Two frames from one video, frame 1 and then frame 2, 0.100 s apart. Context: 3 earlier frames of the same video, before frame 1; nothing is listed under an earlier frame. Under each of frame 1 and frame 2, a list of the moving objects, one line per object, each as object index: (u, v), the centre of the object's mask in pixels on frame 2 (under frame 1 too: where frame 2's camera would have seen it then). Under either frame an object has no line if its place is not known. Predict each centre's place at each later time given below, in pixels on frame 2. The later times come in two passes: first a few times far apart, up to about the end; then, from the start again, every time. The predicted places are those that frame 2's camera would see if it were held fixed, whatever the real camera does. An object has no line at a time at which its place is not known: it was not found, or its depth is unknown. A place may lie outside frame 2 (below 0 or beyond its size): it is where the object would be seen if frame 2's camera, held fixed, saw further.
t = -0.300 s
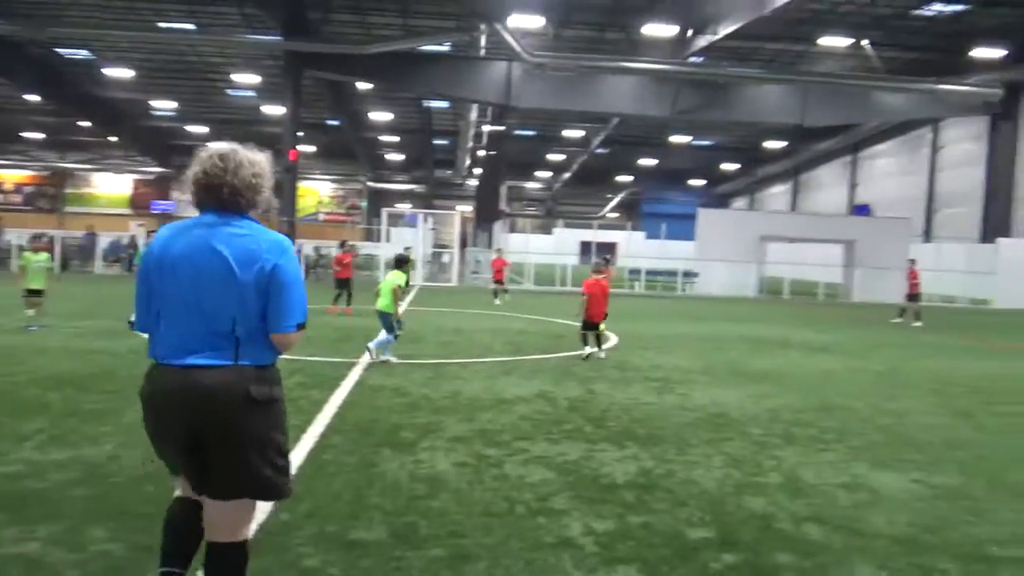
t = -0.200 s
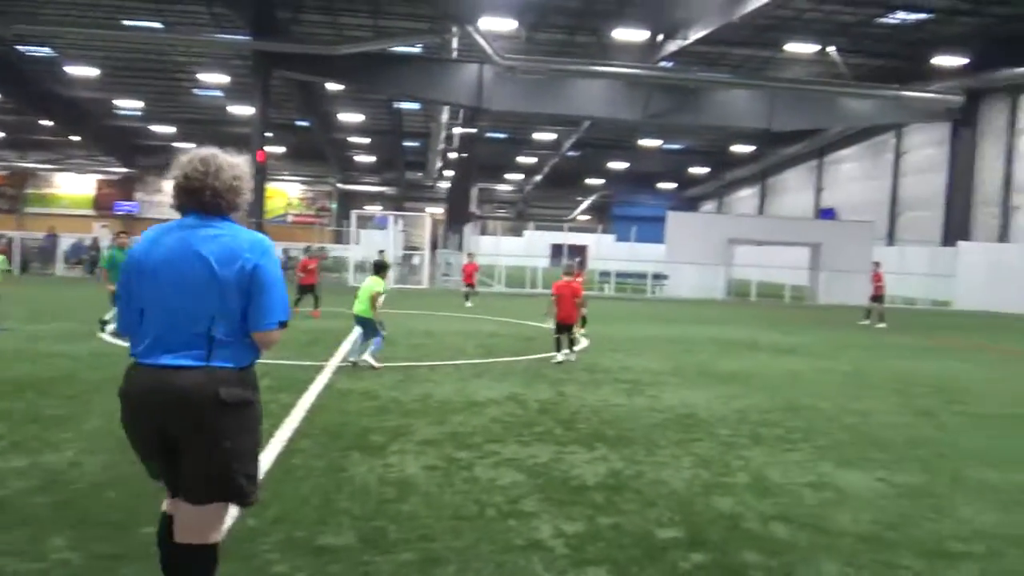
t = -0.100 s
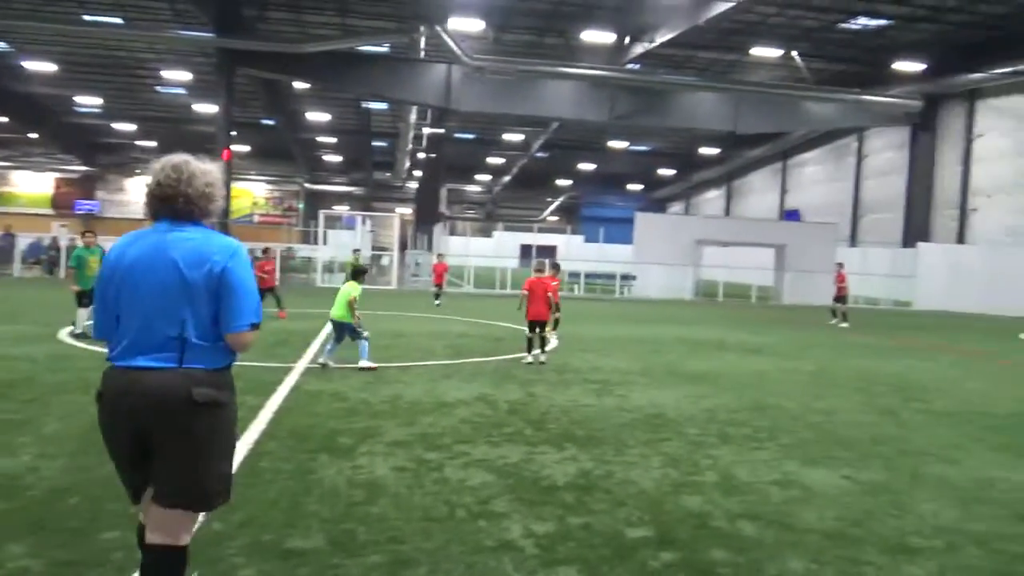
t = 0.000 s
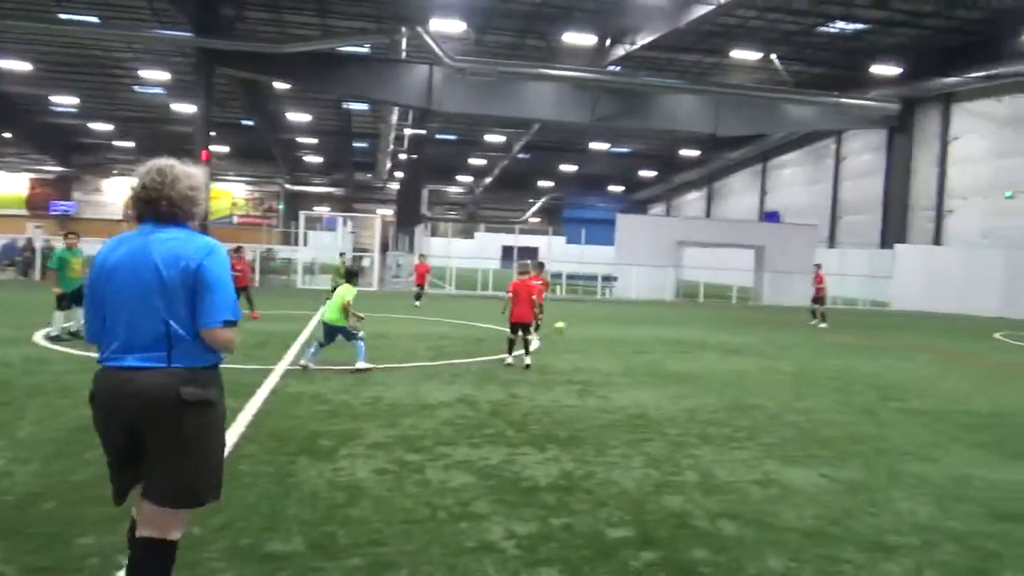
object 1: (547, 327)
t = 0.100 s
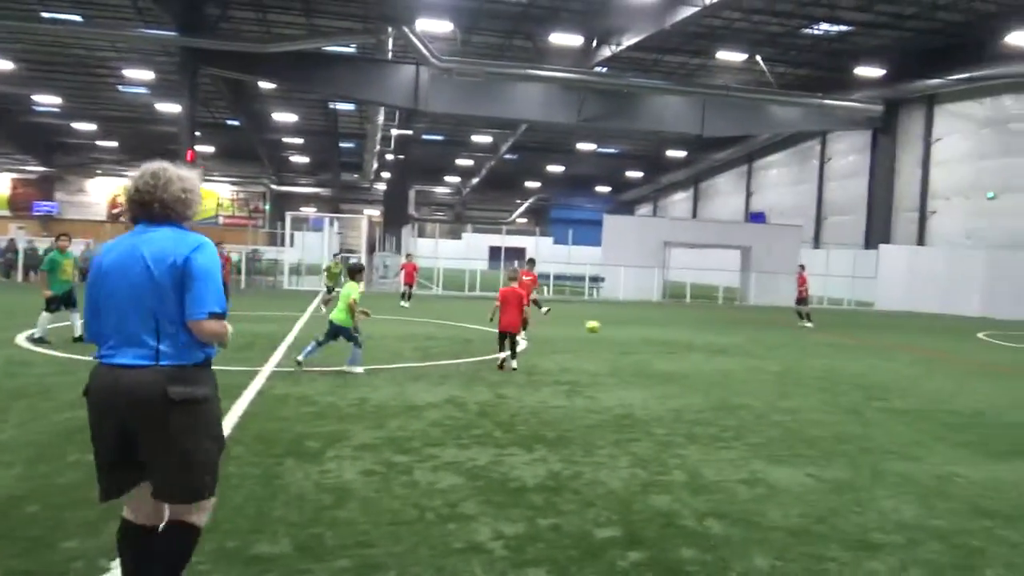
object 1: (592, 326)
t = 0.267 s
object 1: (670, 338)
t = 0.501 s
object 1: (766, 347)
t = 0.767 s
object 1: (858, 359)
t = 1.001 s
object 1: (933, 368)
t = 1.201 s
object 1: (997, 374)
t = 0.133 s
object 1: (608, 327)
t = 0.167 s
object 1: (623, 328)
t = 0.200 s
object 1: (637, 329)
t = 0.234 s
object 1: (654, 333)
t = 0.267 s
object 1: (670, 338)
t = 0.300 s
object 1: (687, 341)
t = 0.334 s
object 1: (703, 348)
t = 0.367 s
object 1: (717, 351)
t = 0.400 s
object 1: (730, 349)
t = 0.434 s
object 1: (742, 348)
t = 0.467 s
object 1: (754, 347)
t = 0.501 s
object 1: (766, 347)
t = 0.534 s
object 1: (778, 348)
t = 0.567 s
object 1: (791, 350)
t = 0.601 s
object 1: (802, 352)
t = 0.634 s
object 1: (814, 356)
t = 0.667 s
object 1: (827, 361)
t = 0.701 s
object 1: (838, 362)
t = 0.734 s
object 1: (848, 360)
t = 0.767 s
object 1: (858, 359)
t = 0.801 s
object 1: (869, 359)
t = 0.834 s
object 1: (881, 360)
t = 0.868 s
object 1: (890, 362)
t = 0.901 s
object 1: (900, 365)
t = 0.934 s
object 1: (912, 369)
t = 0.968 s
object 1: (922, 368)
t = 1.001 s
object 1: (933, 368)
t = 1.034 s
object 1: (943, 367)
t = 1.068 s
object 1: (954, 368)
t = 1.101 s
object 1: (965, 371)
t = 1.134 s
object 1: (975, 373)
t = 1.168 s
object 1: (986, 375)
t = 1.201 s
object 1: (997, 374)
